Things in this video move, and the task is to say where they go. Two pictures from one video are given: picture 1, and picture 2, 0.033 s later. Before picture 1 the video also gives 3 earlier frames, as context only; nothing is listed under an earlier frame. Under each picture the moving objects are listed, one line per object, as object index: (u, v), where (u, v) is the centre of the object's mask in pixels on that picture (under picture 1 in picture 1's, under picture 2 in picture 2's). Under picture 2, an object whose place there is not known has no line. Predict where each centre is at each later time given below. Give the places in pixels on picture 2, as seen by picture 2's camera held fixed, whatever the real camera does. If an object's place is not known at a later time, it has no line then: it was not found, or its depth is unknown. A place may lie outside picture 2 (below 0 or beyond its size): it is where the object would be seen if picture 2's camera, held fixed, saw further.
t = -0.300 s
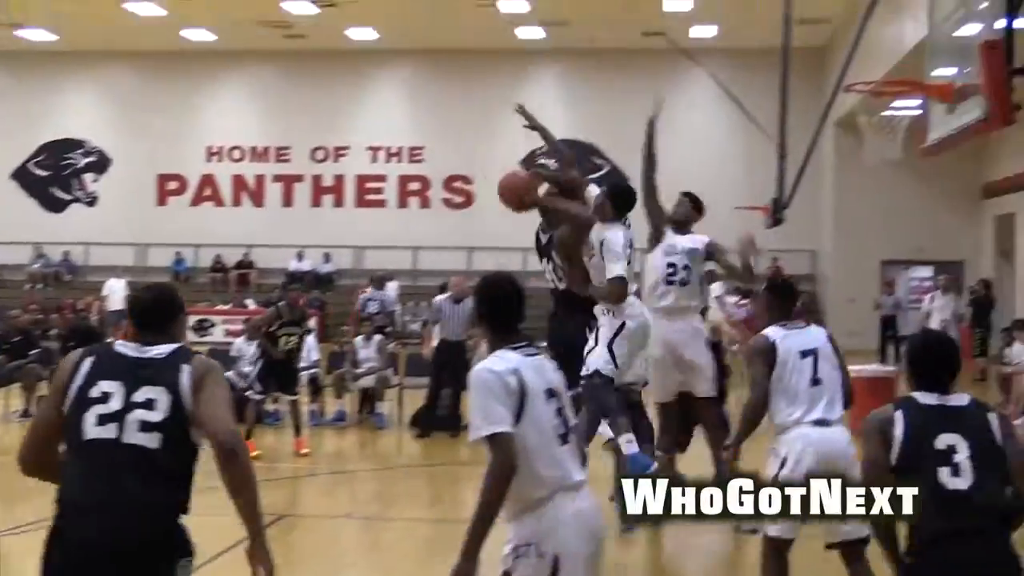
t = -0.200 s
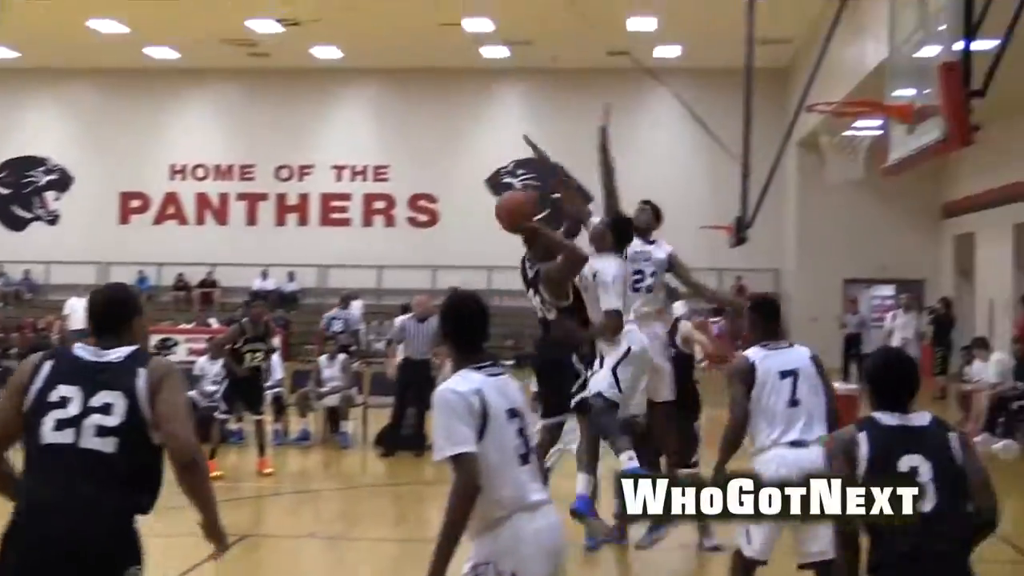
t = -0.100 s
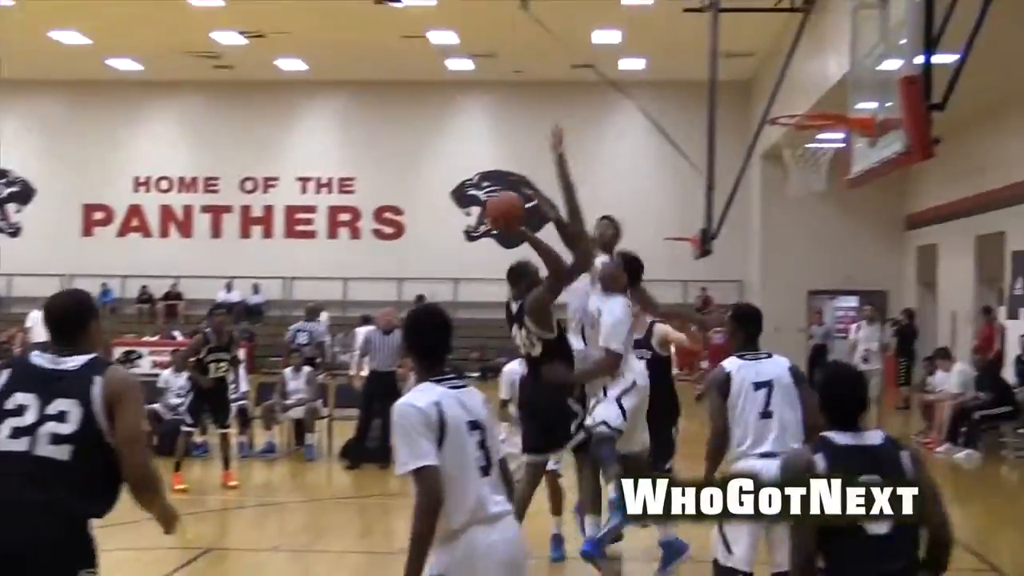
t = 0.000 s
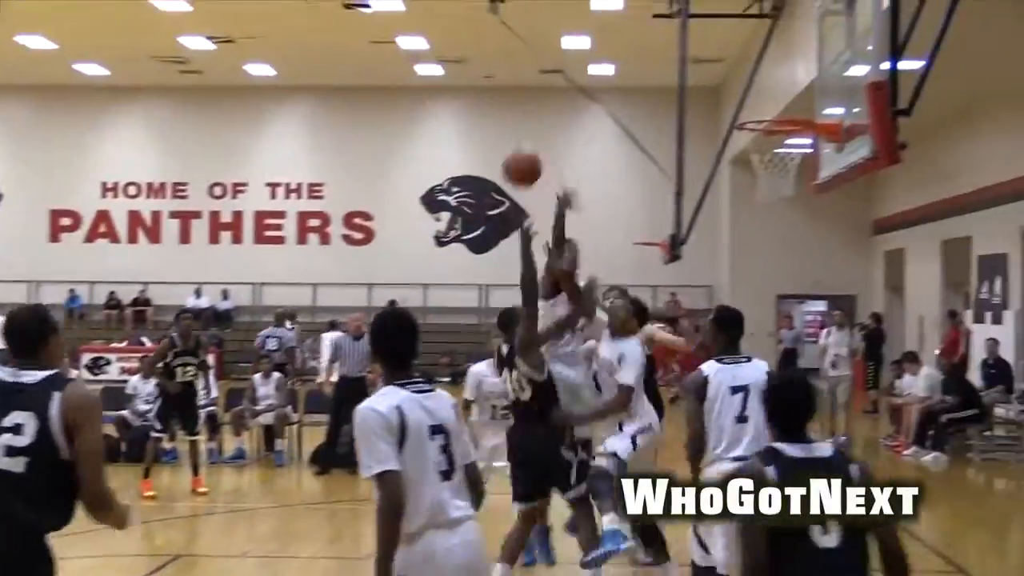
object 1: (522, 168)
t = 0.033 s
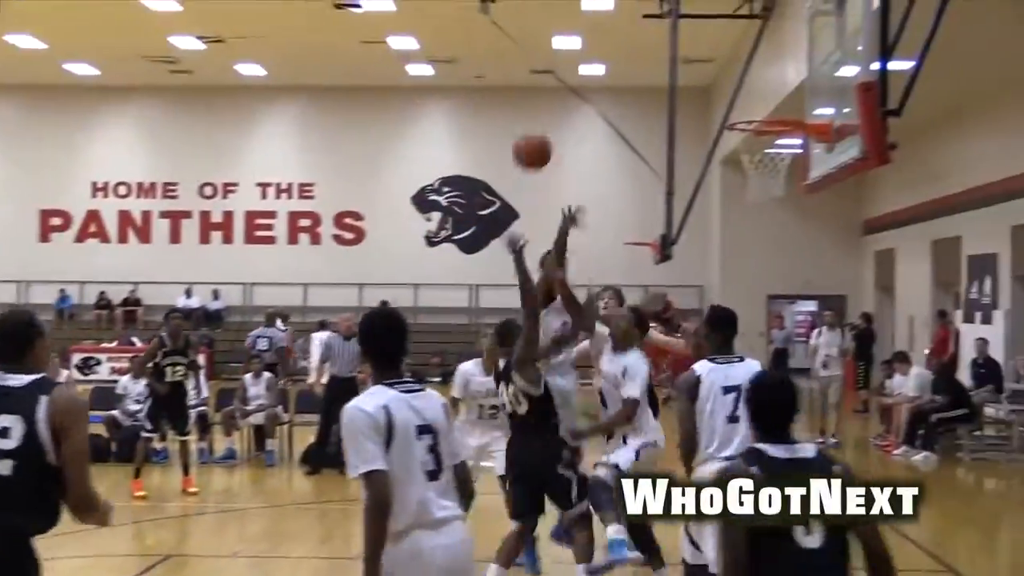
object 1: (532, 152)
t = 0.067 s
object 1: (556, 135)
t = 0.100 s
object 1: (578, 123)
